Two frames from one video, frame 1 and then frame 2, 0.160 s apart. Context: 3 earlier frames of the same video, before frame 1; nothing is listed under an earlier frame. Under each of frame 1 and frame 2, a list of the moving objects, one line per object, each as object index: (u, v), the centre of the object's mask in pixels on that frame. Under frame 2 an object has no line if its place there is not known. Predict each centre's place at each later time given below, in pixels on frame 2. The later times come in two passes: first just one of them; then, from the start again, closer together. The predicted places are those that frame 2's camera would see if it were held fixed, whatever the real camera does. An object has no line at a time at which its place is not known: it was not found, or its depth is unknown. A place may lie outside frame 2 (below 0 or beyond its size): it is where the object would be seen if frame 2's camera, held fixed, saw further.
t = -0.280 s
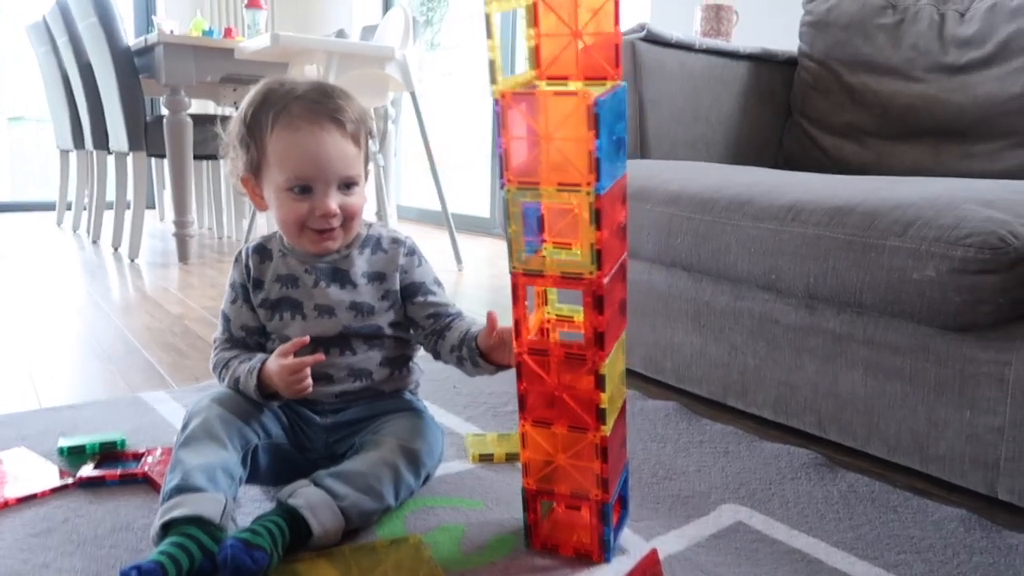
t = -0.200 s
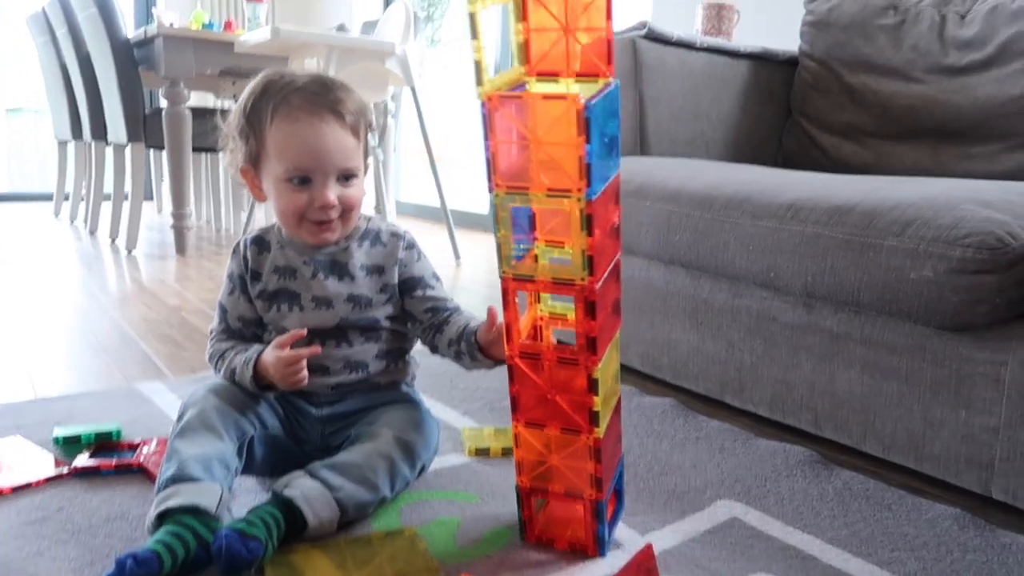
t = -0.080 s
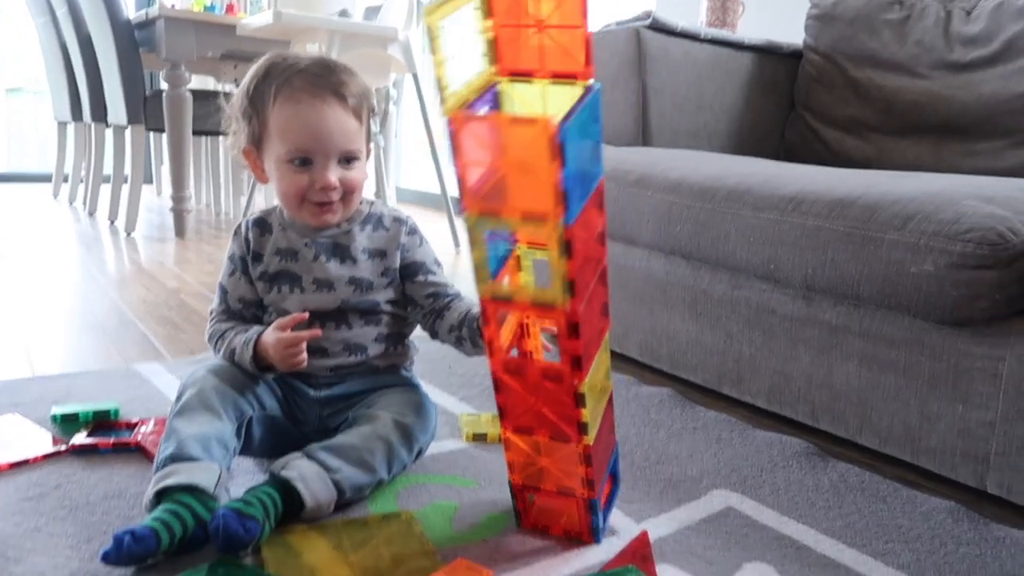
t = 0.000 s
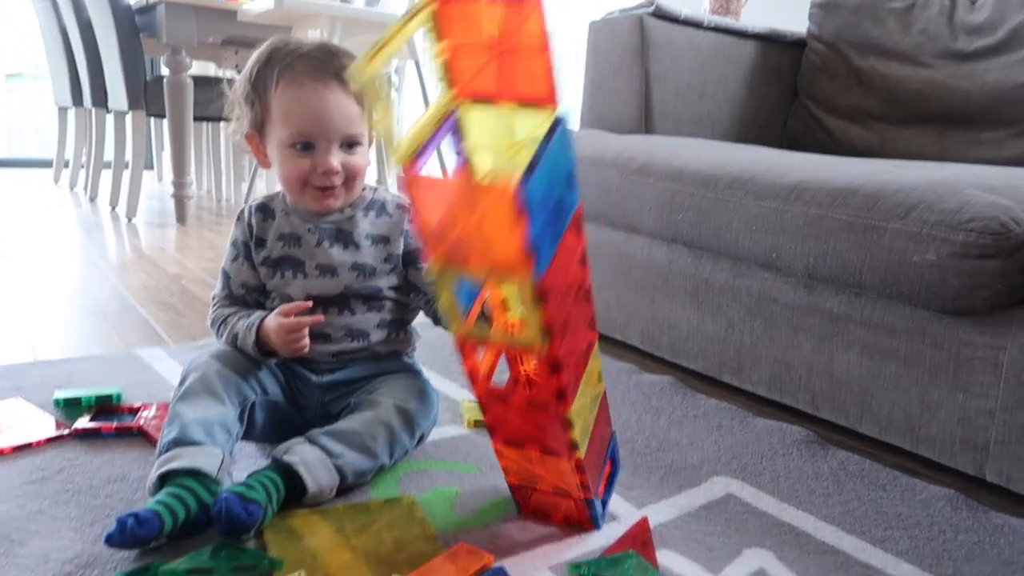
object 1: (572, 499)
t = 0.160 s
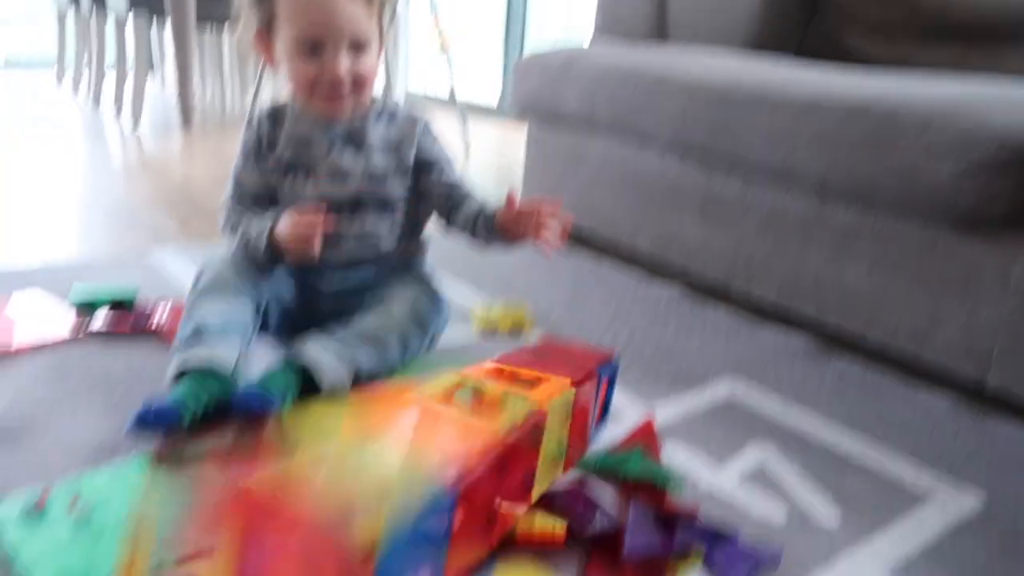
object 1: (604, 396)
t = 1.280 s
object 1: (590, 400)
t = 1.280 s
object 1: (590, 400)
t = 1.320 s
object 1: (590, 397)
